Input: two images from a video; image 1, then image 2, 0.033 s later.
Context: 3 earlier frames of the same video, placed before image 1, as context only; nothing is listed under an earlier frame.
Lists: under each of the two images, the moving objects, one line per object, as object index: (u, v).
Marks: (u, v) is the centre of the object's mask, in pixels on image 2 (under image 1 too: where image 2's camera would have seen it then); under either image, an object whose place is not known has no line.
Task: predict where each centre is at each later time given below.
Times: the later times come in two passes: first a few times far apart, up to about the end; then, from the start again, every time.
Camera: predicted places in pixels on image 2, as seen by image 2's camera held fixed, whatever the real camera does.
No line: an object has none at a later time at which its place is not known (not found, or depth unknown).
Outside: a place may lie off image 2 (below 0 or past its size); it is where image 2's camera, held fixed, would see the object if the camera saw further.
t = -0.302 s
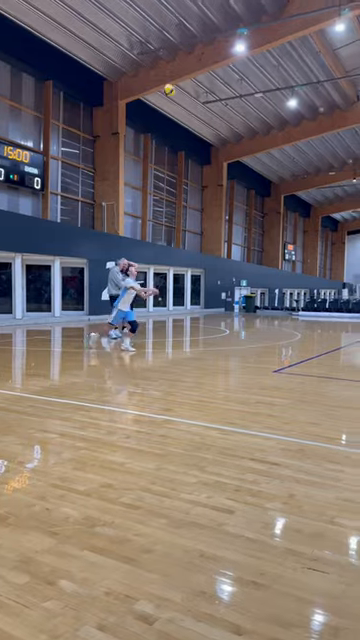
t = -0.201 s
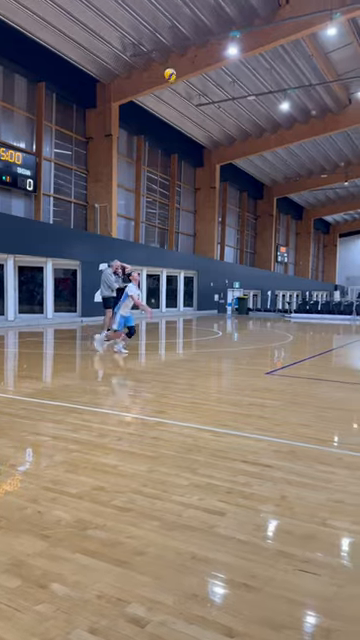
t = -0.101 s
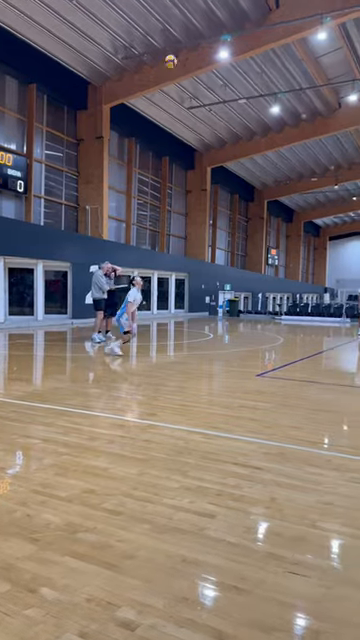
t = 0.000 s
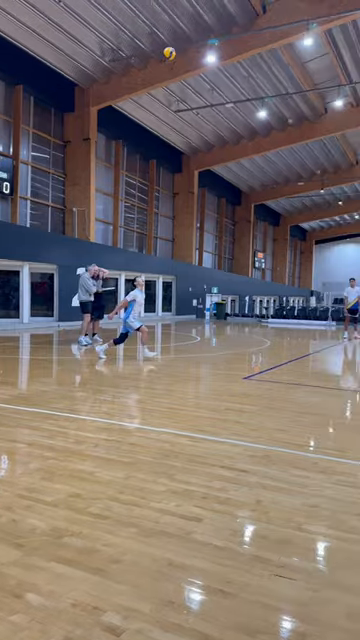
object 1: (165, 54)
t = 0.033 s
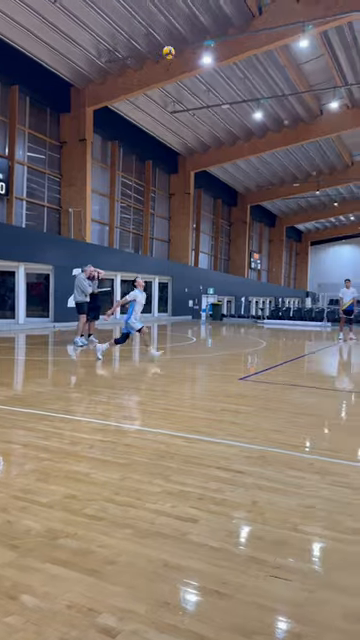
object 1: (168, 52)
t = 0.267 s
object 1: (187, 54)
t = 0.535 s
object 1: (208, 97)
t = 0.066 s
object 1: (171, 50)
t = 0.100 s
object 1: (174, 50)
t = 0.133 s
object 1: (177, 50)
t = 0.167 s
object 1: (180, 51)
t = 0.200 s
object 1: (183, 51)
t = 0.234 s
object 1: (184, 52)
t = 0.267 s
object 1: (187, 54)
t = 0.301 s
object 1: (189, 57)
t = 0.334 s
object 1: (192, 61)
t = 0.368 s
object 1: (195, 65)
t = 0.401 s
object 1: (199, 71)
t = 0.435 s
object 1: (201, 77)
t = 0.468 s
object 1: (203, 83)
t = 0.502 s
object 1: (205, 90)
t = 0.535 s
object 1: (208, 97)
